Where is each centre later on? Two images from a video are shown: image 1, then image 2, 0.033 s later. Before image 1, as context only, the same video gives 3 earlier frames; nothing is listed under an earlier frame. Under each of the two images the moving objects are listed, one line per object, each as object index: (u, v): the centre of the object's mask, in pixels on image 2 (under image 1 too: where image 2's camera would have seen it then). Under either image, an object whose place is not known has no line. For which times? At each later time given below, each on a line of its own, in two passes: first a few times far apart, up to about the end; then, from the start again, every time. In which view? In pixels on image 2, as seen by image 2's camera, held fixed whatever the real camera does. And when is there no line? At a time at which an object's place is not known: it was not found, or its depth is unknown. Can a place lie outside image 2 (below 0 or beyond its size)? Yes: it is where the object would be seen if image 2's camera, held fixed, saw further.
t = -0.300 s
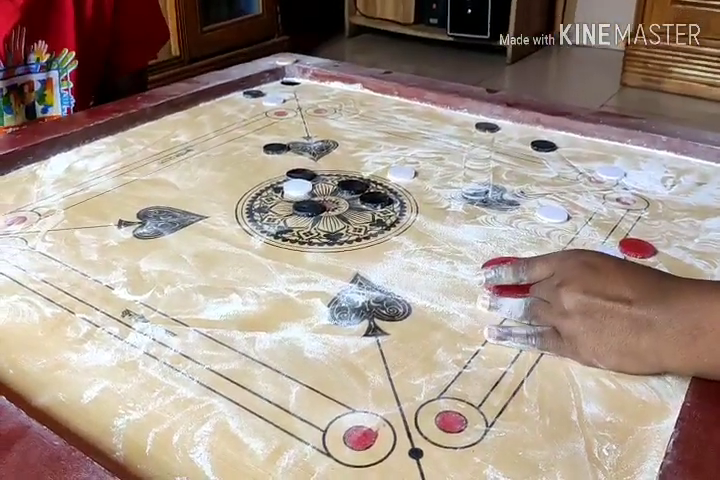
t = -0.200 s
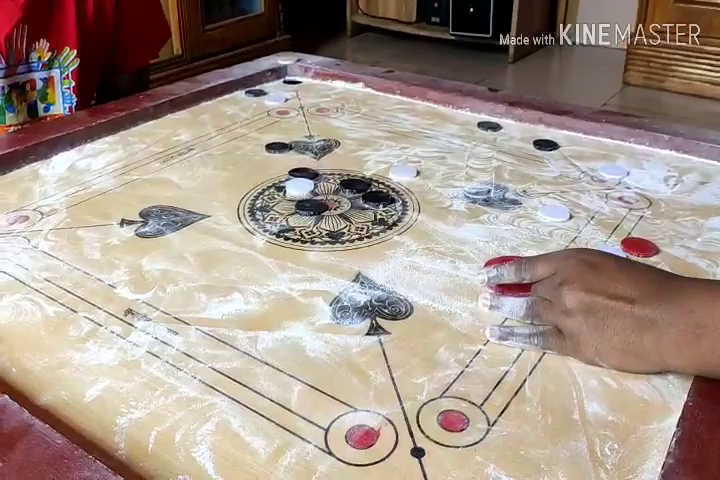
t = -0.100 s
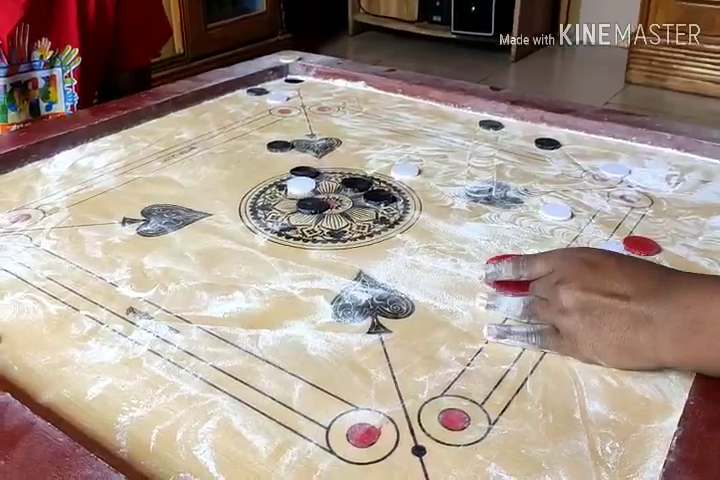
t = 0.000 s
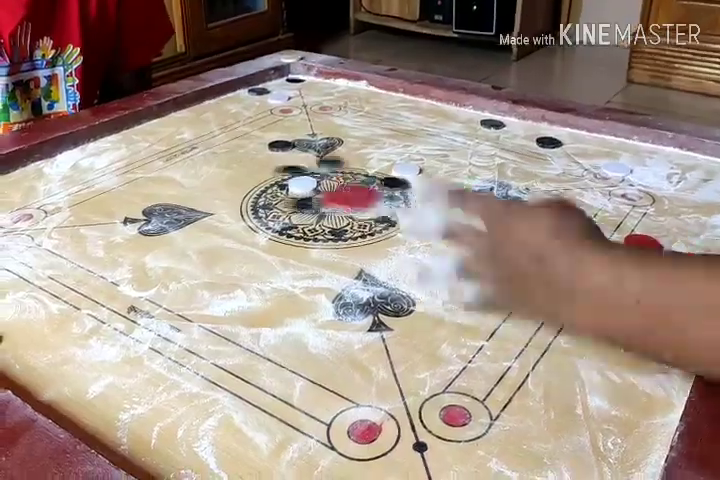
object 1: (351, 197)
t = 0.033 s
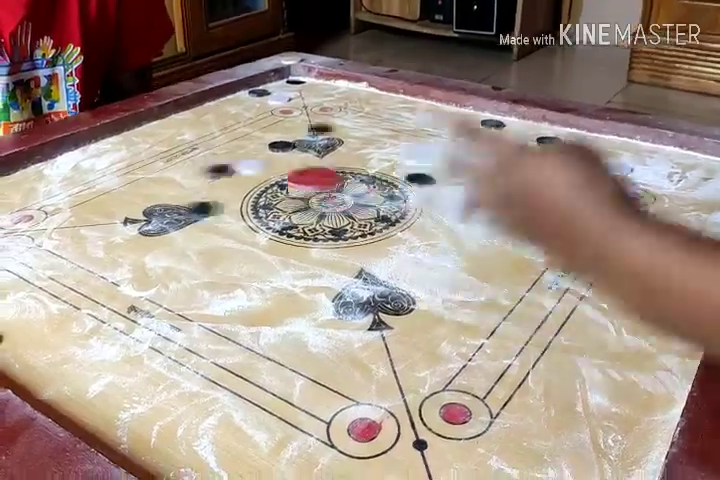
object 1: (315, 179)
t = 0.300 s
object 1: (202, 133)
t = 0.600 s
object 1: (188, 133)
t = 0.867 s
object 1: (188, 133)
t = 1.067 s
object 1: (188, 133)
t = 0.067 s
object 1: (287, 164)
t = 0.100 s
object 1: (261, 152)
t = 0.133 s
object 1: (237, 143)
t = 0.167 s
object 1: (226, 140)
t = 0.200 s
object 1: (220, 138)
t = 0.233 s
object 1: (213, 136)
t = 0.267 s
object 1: (207, 135)
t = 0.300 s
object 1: (202, 133)
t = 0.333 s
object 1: (197, 133)
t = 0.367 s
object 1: (193, 132)
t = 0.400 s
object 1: (190, 133)
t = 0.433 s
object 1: (189, 133)
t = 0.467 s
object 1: (188, 133)
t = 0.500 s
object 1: (188, 133)
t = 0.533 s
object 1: (188, 133)
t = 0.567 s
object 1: (188, 133)
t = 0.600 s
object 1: (188, 133)
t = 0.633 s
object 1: (189, 133)
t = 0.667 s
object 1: (188, 133)
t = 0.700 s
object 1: (188, 133)
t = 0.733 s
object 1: (188, 133)
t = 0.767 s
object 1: (188, 133)
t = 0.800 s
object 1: (188, 133)
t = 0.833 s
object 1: (188, 133)
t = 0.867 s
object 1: (188, 133)
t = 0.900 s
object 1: (188, 133)
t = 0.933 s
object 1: (188, 133)
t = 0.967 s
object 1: (188, 133)
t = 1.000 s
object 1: (188, 133)
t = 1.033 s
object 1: (188, 133)
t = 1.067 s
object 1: (188, 133)
